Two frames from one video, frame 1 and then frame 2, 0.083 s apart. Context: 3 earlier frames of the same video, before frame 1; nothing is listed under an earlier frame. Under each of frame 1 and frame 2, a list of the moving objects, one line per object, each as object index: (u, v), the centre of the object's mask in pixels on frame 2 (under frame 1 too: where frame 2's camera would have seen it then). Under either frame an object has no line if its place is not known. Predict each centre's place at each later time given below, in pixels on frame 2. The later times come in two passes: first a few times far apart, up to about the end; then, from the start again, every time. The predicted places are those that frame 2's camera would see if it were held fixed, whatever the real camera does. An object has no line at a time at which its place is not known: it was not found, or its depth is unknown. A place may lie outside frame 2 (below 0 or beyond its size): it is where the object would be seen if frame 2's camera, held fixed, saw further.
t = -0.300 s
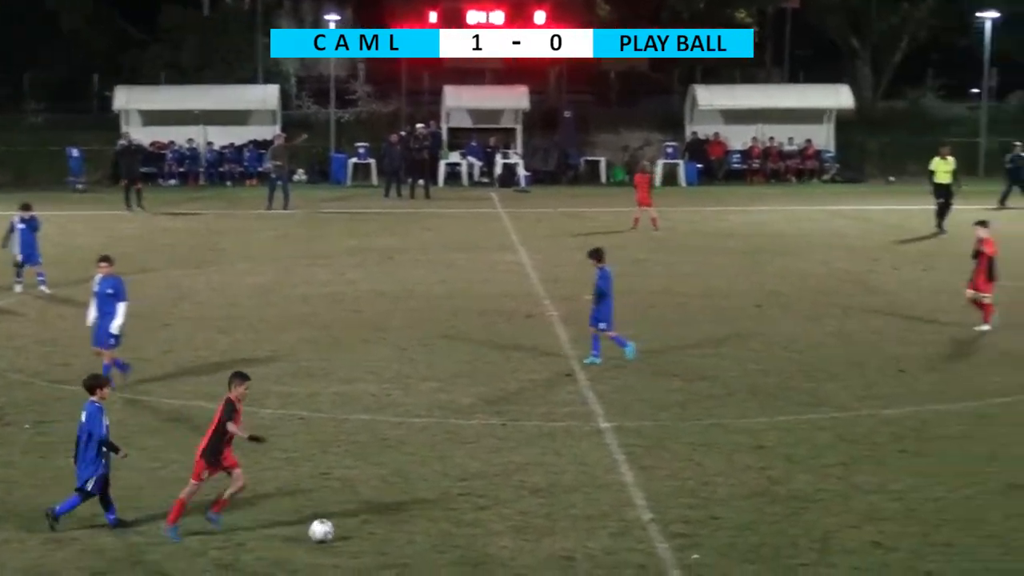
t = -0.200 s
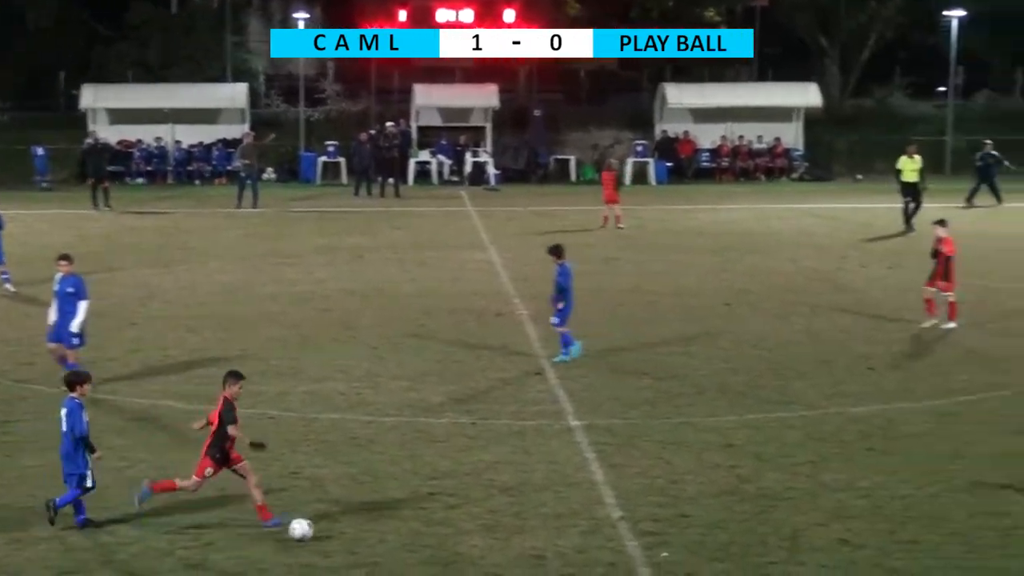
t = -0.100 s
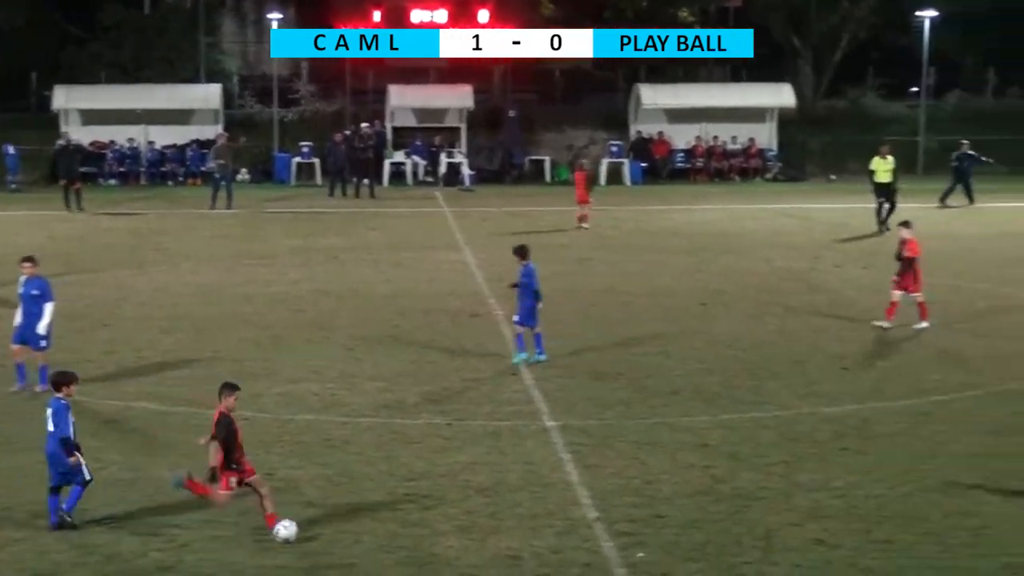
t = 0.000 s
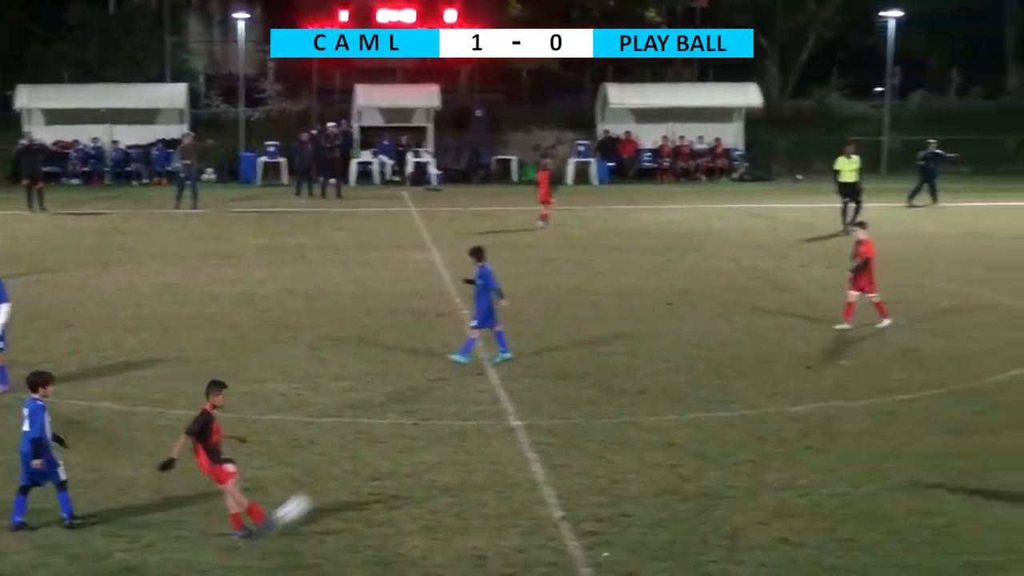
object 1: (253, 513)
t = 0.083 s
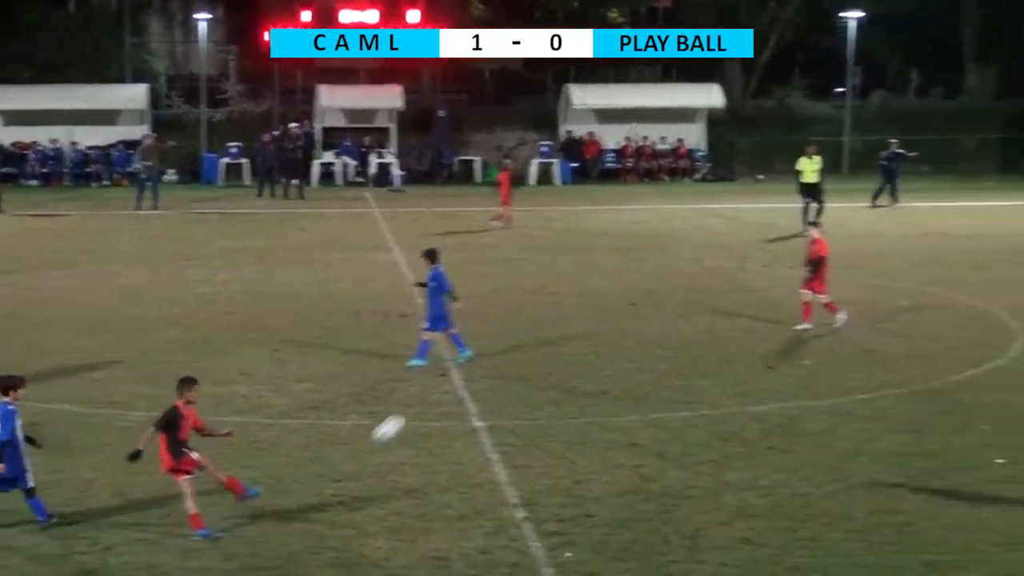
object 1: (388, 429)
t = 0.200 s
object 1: (560, 332)
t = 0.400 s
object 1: (819, 203)
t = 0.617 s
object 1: (1067, 109)
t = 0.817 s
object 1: (1276, 64)
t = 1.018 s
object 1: (1468, 52)
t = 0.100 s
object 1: (414, 413)
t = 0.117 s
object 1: (440, 398)
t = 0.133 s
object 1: (464, 384)
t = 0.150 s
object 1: (489, 370)
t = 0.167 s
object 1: (513, 358)
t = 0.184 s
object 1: (536, 345)
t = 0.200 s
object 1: (560, 332)
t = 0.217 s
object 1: (583, 320)
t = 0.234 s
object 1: (605, 307)
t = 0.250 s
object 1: (627, 296)
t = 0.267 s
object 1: (650, 285)
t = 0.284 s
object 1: (673, 274)
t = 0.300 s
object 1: (693, 261)
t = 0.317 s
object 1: (714, 251)
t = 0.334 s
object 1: (736, 241)
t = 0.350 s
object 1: (758, 231)
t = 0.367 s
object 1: (778, 221)
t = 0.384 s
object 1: (800, 211)
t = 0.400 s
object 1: (819, 203)
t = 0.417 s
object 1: (839, 195)
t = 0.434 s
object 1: (859, 185)
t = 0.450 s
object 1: (878, 178)
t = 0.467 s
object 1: (897, 170)
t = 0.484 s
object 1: (916, 161)
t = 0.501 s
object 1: (935, 153)
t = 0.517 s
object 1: (954, 147)
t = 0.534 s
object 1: (974, 141)
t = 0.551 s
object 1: (993, 134)
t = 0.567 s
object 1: (1011, 127)
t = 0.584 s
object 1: (1030, 121)
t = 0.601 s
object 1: (1049, 114)
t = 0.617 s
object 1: (1067, 109)
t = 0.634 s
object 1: (1085, 104)
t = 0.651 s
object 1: (1103, 99)
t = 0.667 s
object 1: (1121, 94)
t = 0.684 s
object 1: (1138, 89)
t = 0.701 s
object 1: (1156, 85)
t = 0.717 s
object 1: (1174, 81)
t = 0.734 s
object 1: (1191, 77)
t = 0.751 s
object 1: (1209, 74)
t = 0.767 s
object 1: (1225, 71)
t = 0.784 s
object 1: (1242, 68)
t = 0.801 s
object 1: (1259, 66)
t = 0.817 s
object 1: (1276, 64)
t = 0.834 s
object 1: (1292, 62)
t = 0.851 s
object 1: (1308, 60)
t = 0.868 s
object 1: (1324, 58)
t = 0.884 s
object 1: (1340, 56)
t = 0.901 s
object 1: (1357, 55)
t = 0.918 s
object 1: (1373, 54)
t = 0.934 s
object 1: (1389, 53)
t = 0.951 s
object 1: (1405, 53)
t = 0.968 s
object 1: (1420, 52)
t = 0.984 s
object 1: (1436, 52)
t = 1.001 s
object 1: (1452, 51)
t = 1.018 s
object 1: (1468, 52)
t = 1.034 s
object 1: (1483, 53)
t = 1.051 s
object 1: (1498, 54)
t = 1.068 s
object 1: (1513, 55)
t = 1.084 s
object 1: (1528, 56)
